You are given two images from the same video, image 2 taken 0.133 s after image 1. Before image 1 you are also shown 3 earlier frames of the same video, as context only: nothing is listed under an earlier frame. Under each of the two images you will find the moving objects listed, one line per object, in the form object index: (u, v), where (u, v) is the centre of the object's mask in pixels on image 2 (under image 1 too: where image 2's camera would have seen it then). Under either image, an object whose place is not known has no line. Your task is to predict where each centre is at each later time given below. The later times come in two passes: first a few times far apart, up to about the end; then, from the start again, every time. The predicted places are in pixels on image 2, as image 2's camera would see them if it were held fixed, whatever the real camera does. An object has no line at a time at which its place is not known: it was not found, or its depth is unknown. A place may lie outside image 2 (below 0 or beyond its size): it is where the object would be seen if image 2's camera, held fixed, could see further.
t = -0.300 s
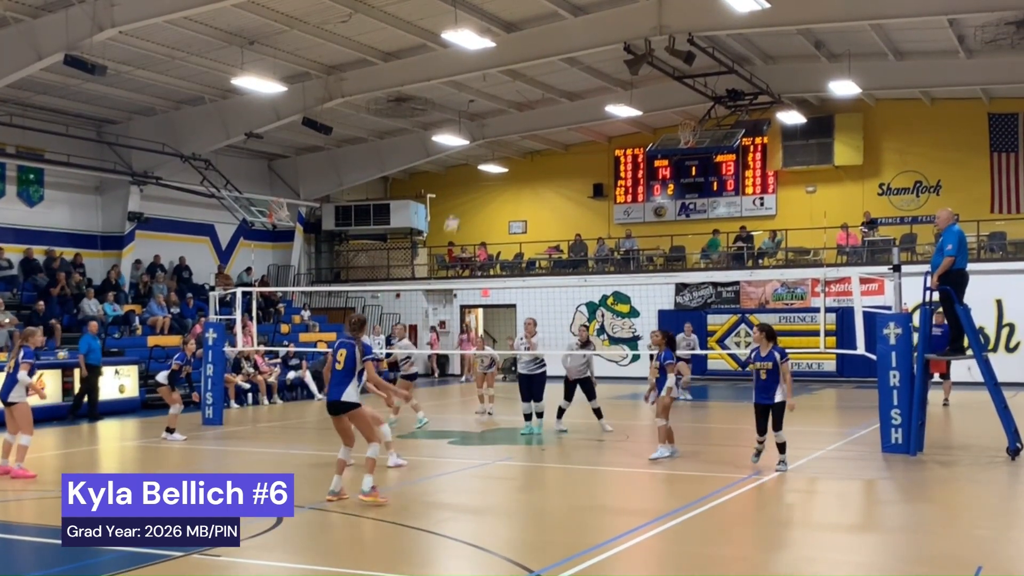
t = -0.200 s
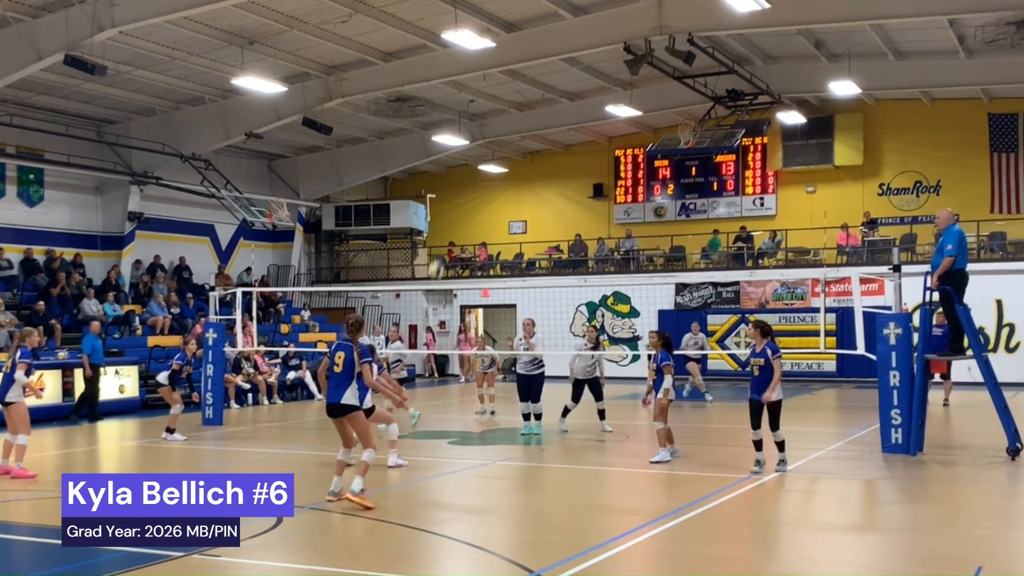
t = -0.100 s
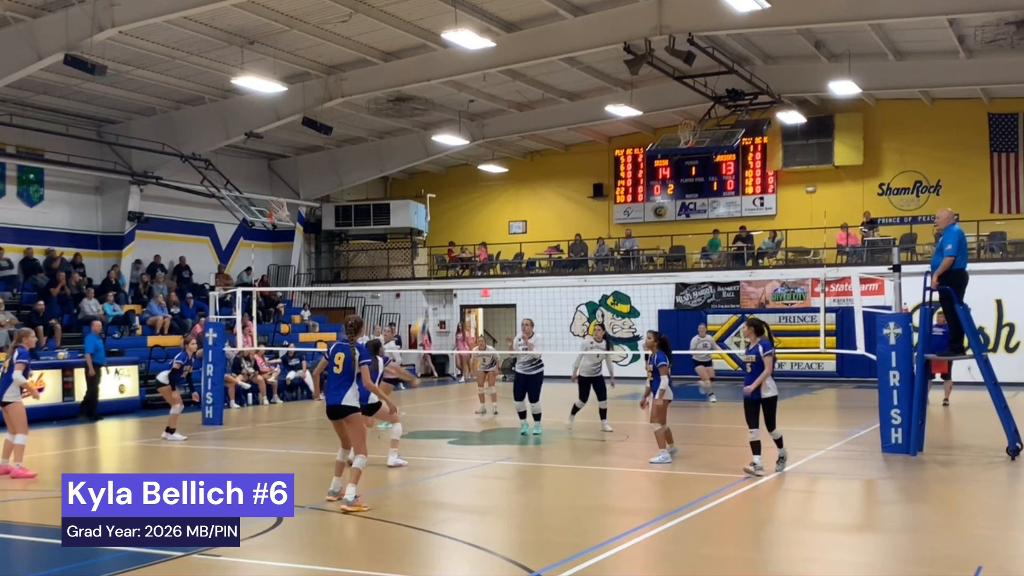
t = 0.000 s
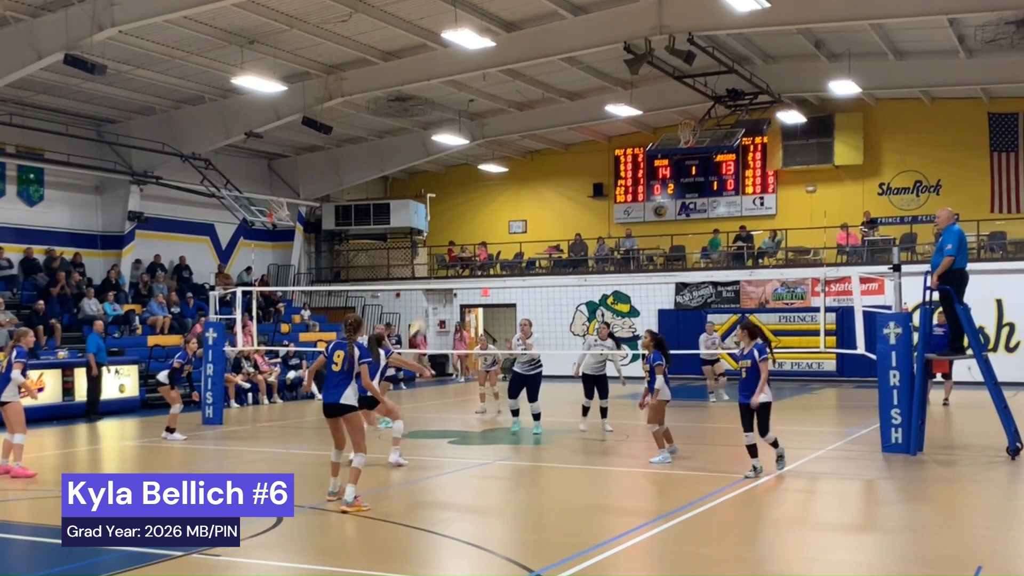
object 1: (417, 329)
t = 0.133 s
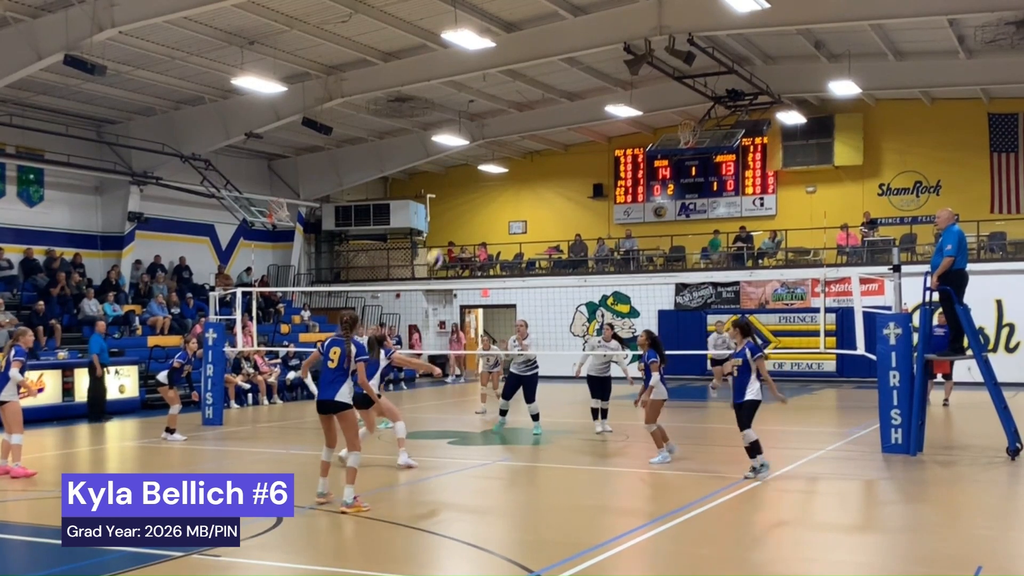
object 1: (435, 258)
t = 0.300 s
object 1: (456, 190)
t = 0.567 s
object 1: (488, 128)
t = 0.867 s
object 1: (523, 125)
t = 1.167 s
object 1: (557, 190)
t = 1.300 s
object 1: (572, 241)
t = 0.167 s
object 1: (439, 243)
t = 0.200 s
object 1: (444, 228)
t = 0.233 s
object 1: (448, 213)
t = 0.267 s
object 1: (452, 200)
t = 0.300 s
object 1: (456, 190)
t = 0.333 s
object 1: (460, 179)
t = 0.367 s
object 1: (464, 169)
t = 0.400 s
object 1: (469, 159)
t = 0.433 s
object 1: (472, 152)
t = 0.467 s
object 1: (476, 144)
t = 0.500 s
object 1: (481, 138)
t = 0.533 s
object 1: (485, 131)
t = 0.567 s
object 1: (488, 128)
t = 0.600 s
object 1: (492, 124)
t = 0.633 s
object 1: (496, 121)
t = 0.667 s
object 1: (500, 119)
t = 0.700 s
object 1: (504, 118)
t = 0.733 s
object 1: (508, 117)
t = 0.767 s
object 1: (512, 118)
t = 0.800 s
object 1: (516, 119)
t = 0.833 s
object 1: (519, 121)
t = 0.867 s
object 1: (523, 125)
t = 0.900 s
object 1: (527, 130)
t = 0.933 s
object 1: (530, 134)
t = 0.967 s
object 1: (534, 140)
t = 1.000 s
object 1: (538, 147)
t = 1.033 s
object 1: (542, 154)
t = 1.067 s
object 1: (546, 162)
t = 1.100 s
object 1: (550, 170)
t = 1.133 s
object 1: (553, 179)
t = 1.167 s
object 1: (557, 190)
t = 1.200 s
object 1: (560, 203)
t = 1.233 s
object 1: (565, 214)
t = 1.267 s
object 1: (569, 227)
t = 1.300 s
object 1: (572, 241)
